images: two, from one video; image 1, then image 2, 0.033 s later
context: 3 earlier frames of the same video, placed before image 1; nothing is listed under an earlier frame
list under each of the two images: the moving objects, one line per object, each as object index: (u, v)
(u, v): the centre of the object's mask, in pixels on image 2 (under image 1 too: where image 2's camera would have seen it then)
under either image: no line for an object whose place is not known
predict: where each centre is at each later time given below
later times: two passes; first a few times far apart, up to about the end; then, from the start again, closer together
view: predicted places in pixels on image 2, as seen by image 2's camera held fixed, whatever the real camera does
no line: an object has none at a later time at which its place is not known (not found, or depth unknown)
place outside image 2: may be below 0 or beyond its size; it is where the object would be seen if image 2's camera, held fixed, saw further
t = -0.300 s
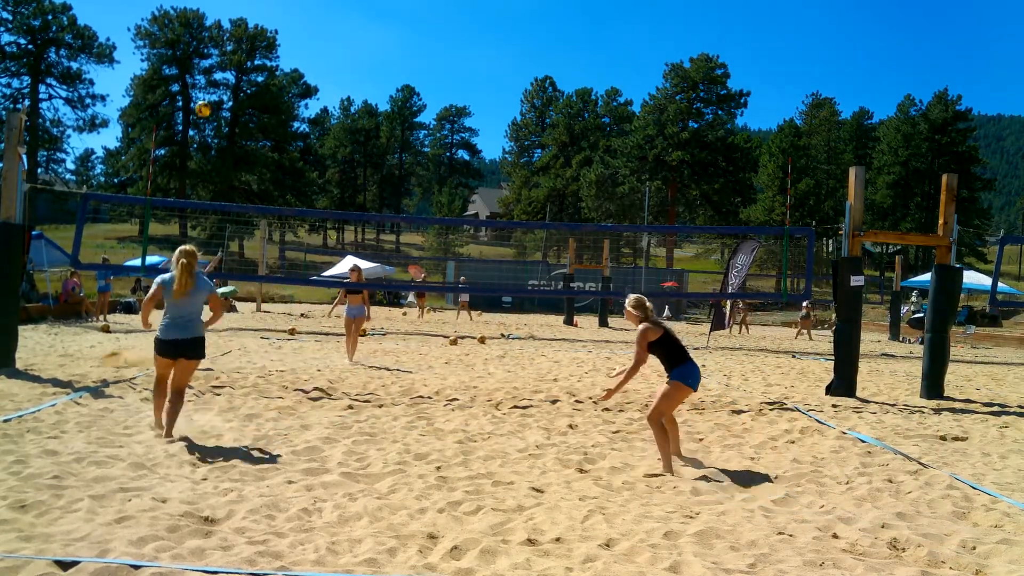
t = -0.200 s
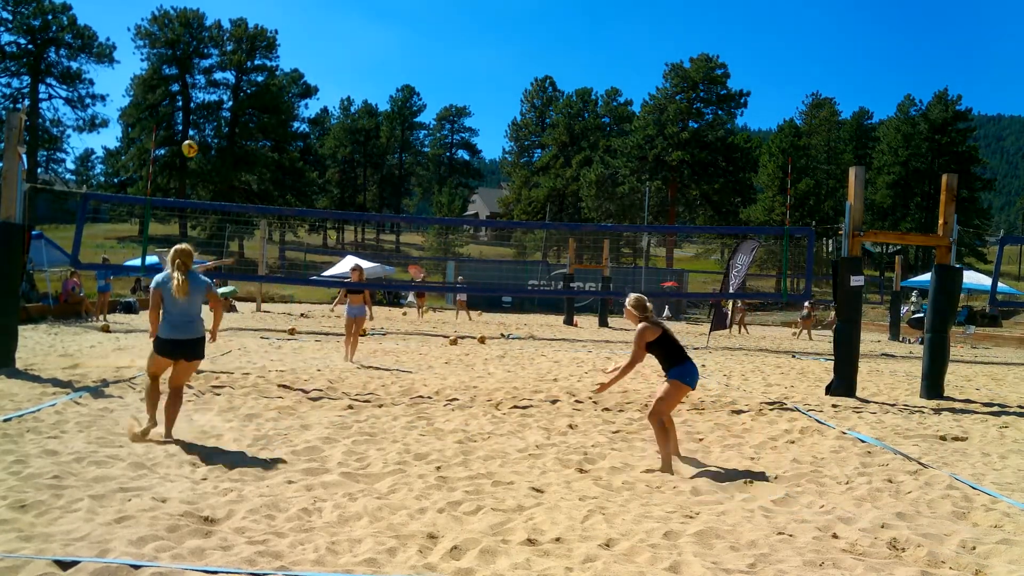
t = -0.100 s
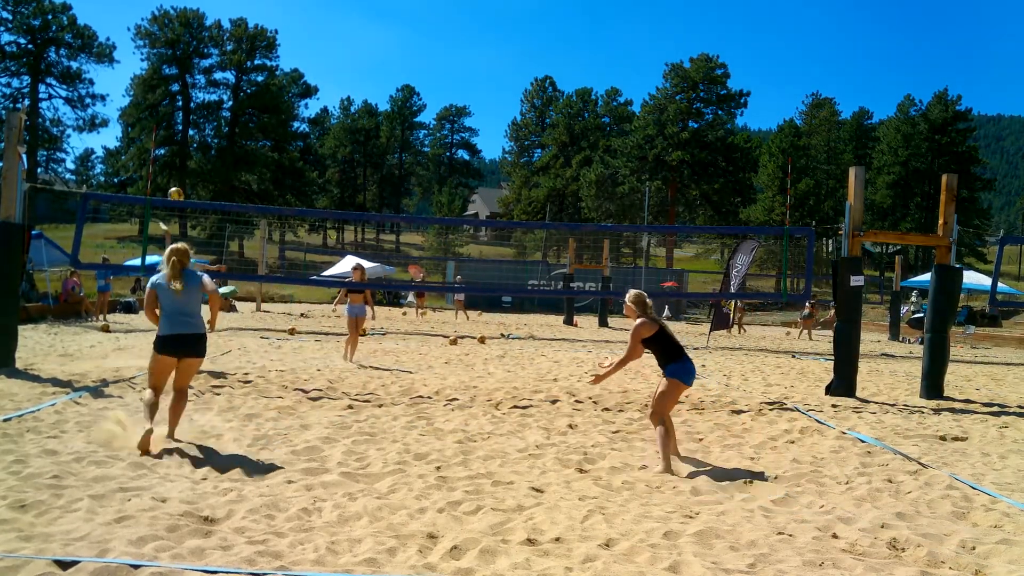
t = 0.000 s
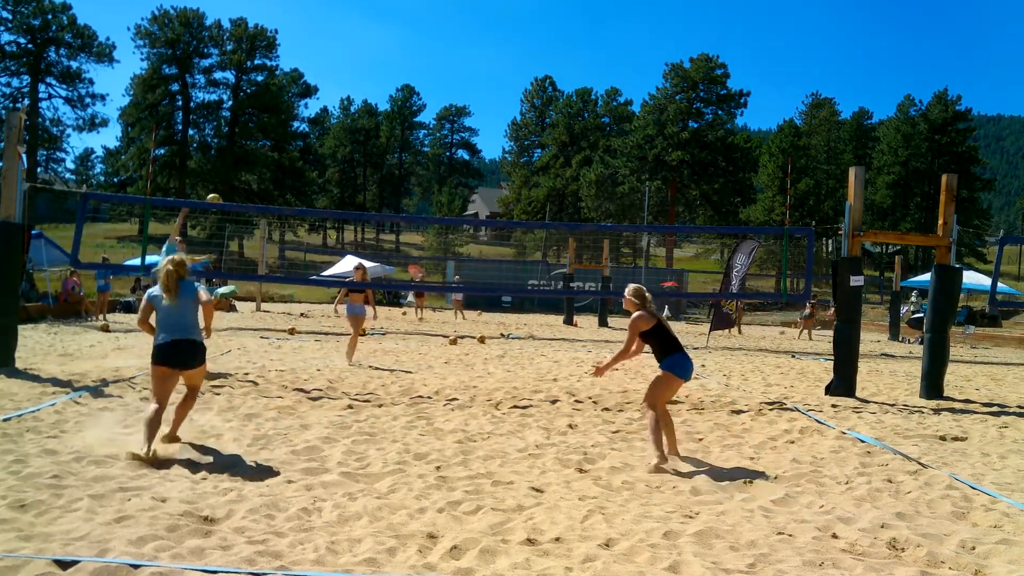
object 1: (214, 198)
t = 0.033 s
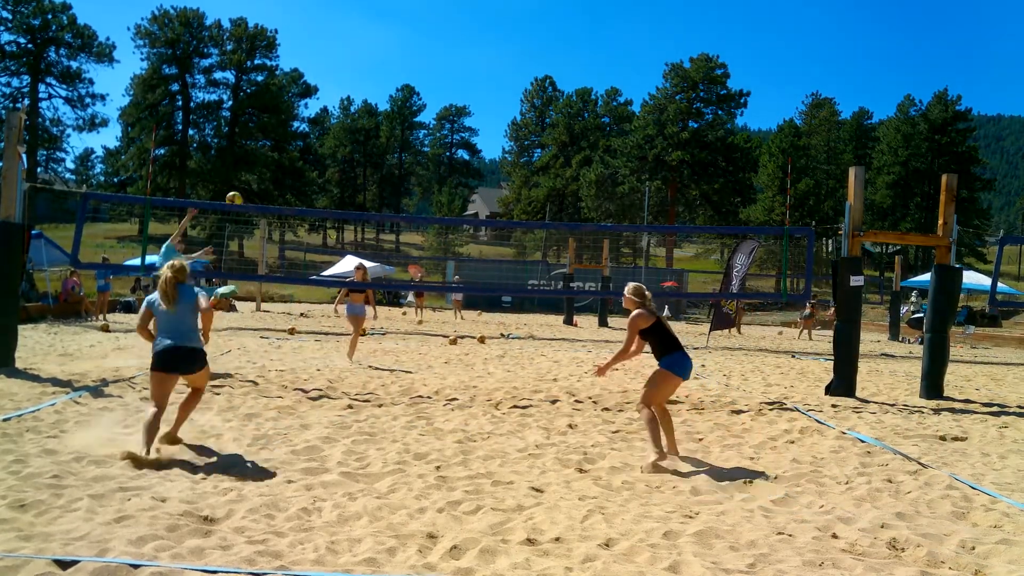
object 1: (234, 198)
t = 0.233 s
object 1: (356, 196)
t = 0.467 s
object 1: (514, 235)
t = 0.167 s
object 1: (315, 195)
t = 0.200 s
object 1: (335, 195)
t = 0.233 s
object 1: (356, 196)
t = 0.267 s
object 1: (377, 198)
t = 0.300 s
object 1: (399, 201)
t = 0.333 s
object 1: (421, 205)
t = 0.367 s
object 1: (443, 211)
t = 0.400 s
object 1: (466, 218)
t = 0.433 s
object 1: (490, 226)
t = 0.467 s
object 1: (514, 235)
